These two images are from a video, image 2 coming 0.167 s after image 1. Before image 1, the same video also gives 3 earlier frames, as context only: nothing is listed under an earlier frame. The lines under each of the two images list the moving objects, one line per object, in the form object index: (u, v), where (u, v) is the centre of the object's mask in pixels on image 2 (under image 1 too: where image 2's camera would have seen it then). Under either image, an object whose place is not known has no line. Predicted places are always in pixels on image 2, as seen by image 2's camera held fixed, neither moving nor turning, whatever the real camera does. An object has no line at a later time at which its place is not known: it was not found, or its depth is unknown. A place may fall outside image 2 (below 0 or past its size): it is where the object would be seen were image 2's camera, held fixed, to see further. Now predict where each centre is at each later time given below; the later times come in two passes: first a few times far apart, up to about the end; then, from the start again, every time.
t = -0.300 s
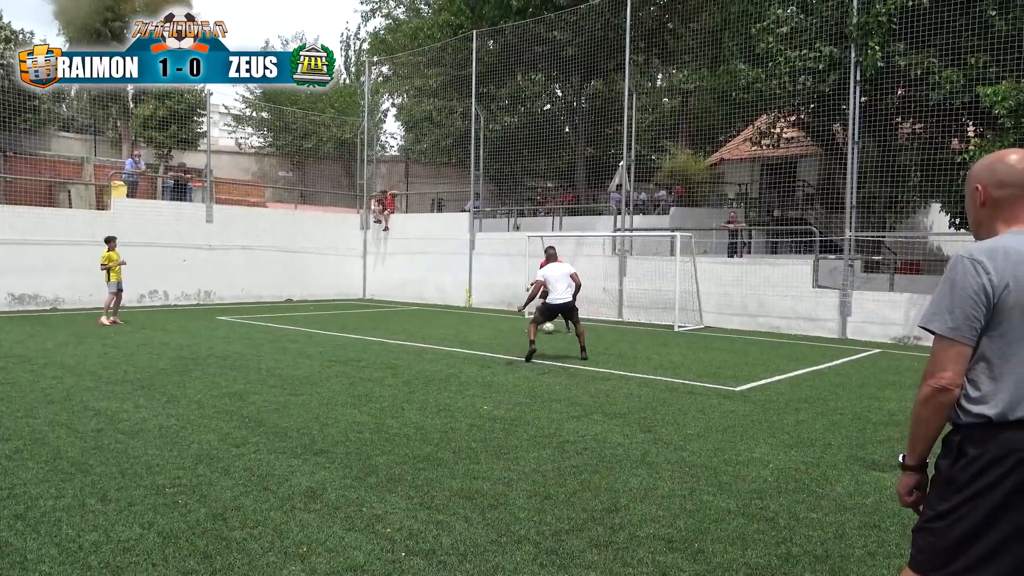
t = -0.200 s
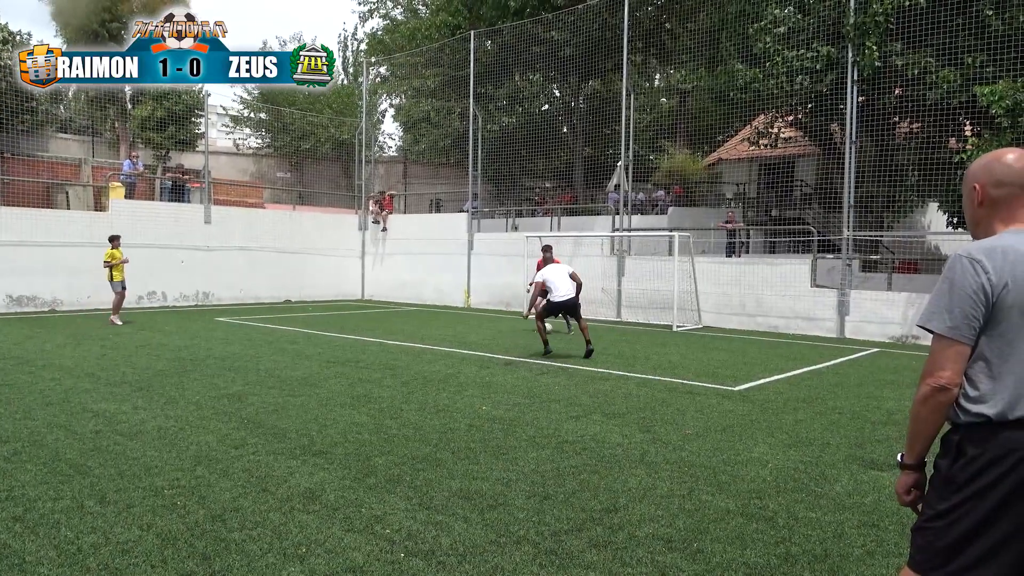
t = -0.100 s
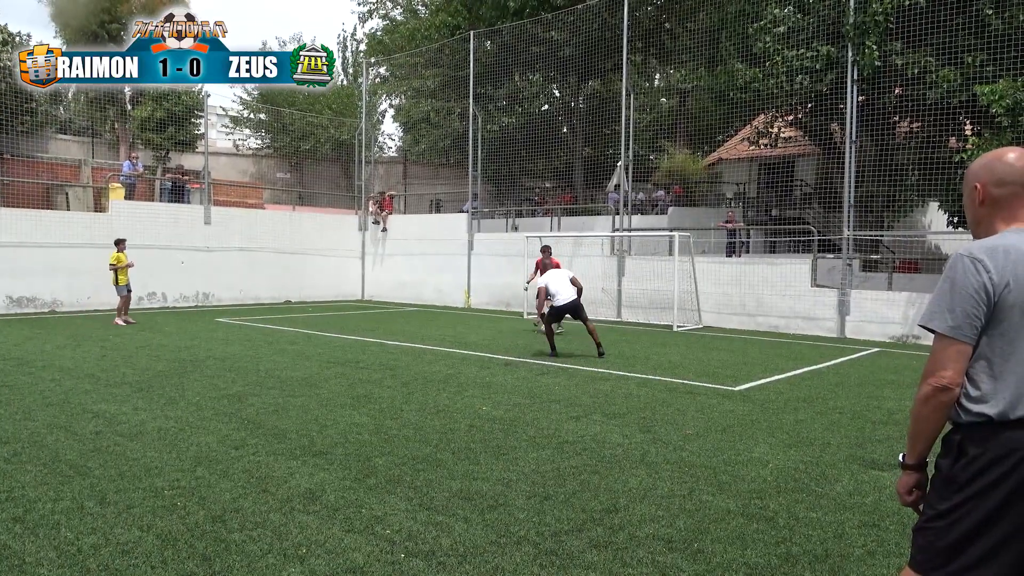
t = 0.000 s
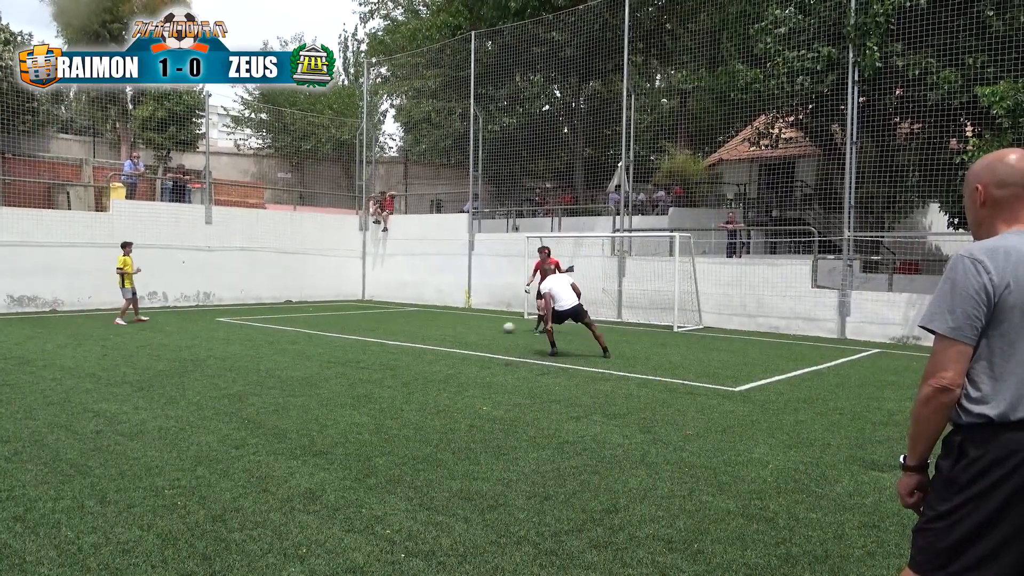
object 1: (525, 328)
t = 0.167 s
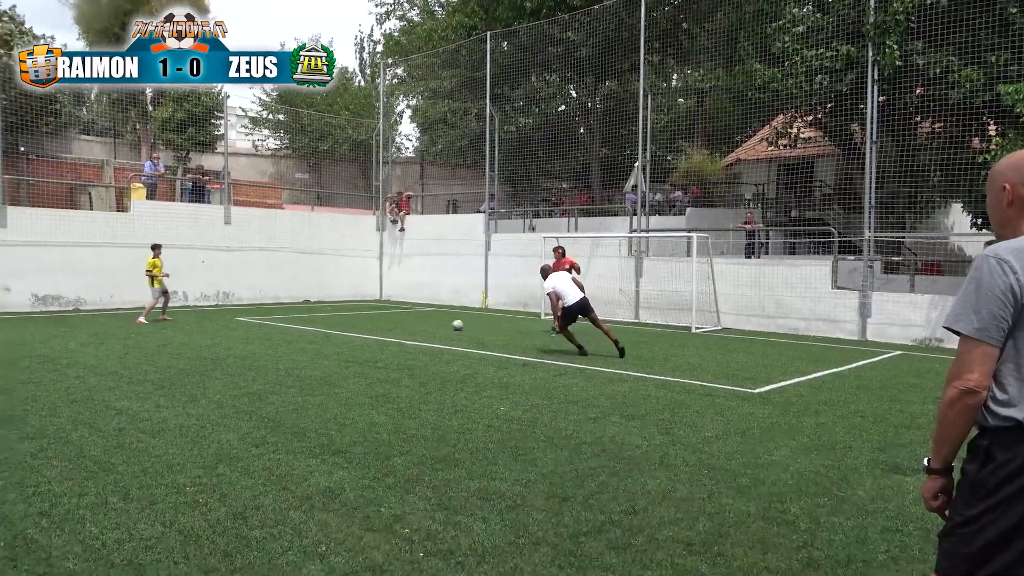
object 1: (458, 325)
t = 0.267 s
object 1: (422, 324)
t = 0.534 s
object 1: (347, 321)
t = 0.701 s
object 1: (309, 319)
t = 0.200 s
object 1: (445, 325)
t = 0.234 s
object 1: (434, 324)
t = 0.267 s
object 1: (422, 324)
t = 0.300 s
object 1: (411, 324)
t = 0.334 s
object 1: (401, 324)
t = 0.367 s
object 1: (391, 323)
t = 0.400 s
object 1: (382, 322)
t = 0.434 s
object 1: (373, 322)
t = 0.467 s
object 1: (363, 322)
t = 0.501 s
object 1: (355, 321)
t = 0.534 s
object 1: (347, 321)
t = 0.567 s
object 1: (339, 320)
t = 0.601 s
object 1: (332, 320)
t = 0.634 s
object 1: (324, 320)
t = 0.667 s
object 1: (316, 319)
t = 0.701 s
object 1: (309, 319)
